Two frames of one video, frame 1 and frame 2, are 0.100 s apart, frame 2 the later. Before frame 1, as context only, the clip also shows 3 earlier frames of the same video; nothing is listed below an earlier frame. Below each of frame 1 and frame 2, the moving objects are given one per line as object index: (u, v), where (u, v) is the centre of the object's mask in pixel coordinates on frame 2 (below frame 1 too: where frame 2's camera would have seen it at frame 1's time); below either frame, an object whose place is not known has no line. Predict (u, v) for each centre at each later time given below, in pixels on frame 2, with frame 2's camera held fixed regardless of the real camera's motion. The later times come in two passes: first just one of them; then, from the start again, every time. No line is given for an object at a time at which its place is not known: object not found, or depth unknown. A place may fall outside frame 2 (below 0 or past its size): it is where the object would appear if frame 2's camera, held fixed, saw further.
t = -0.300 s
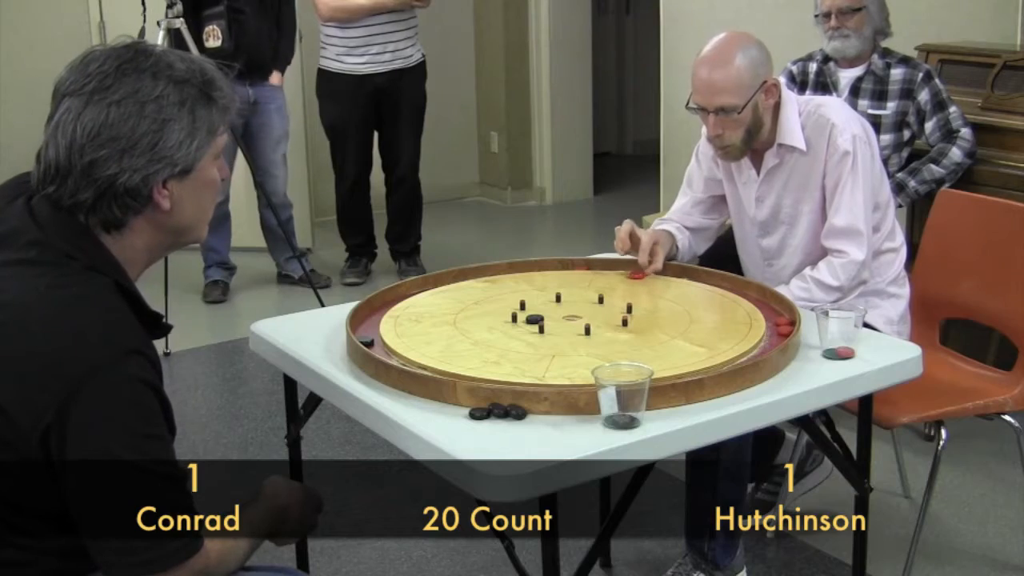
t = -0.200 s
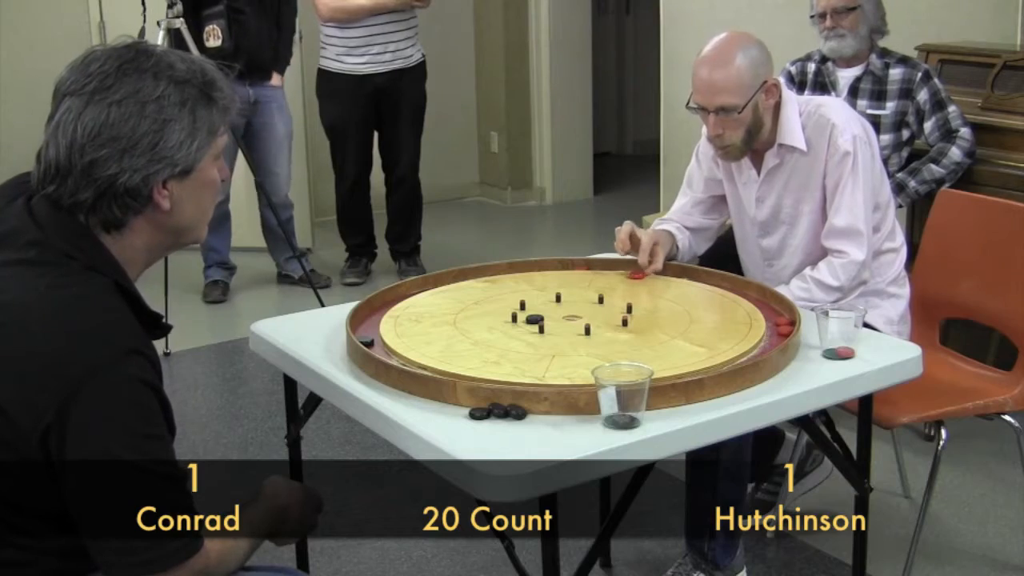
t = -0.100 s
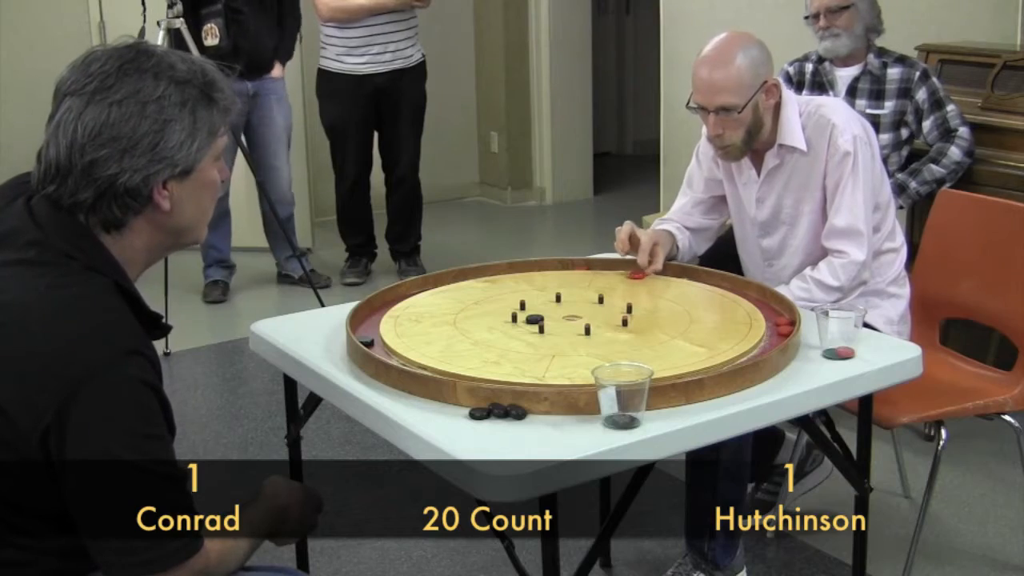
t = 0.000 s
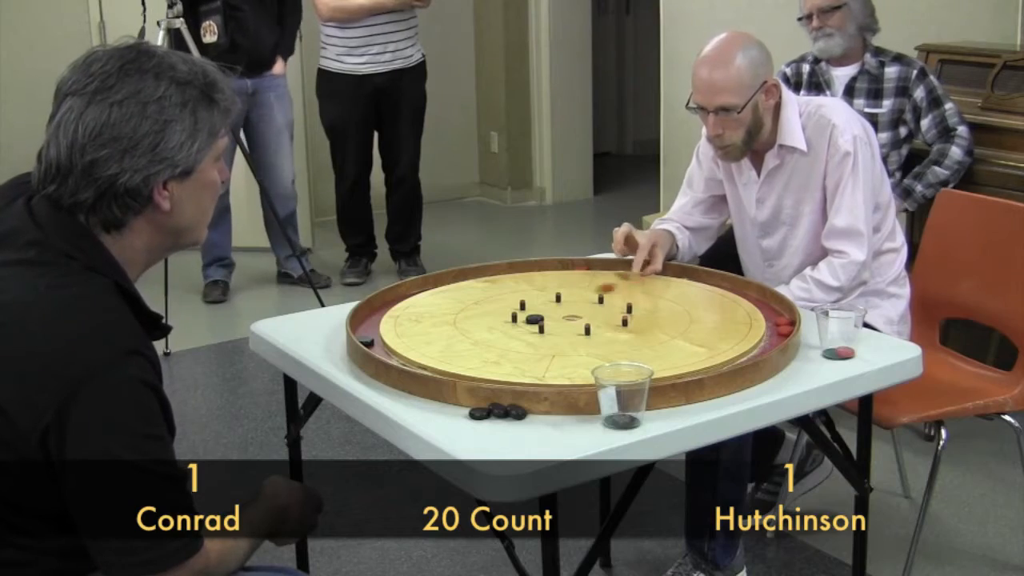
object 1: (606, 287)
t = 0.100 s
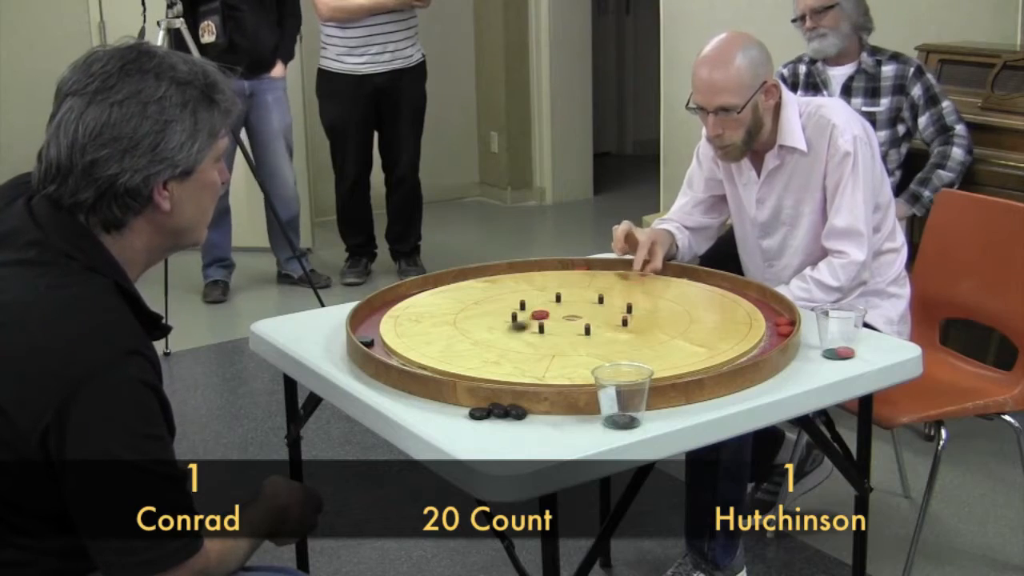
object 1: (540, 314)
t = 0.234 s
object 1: (526, 317)
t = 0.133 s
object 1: (535, 315)
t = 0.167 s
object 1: (531, 316)
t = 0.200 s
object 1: (528, 317)
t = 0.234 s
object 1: (526, 317)
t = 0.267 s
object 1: (526, 317)
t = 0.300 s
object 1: (526, 317)
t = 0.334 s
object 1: (526, 317)
